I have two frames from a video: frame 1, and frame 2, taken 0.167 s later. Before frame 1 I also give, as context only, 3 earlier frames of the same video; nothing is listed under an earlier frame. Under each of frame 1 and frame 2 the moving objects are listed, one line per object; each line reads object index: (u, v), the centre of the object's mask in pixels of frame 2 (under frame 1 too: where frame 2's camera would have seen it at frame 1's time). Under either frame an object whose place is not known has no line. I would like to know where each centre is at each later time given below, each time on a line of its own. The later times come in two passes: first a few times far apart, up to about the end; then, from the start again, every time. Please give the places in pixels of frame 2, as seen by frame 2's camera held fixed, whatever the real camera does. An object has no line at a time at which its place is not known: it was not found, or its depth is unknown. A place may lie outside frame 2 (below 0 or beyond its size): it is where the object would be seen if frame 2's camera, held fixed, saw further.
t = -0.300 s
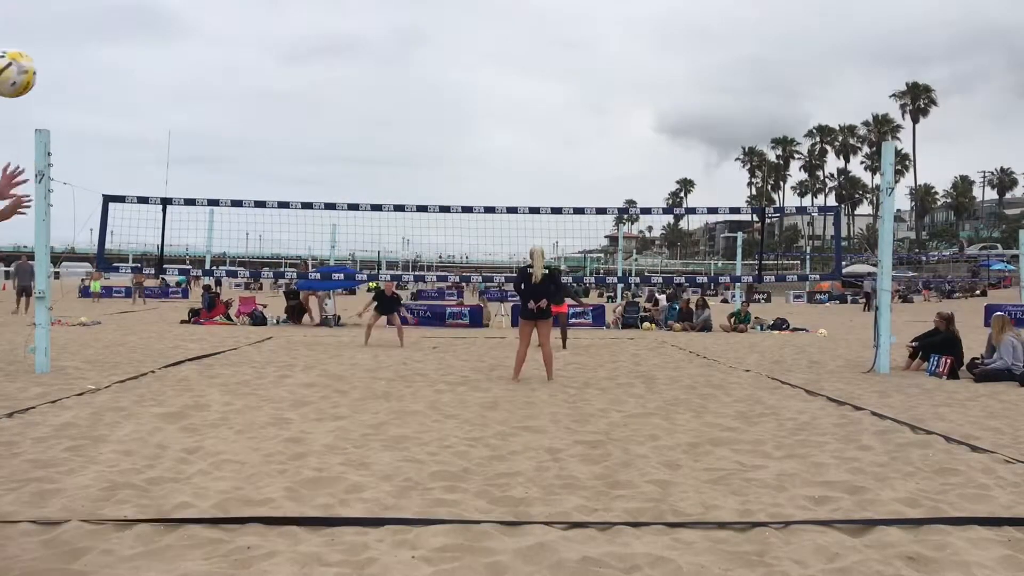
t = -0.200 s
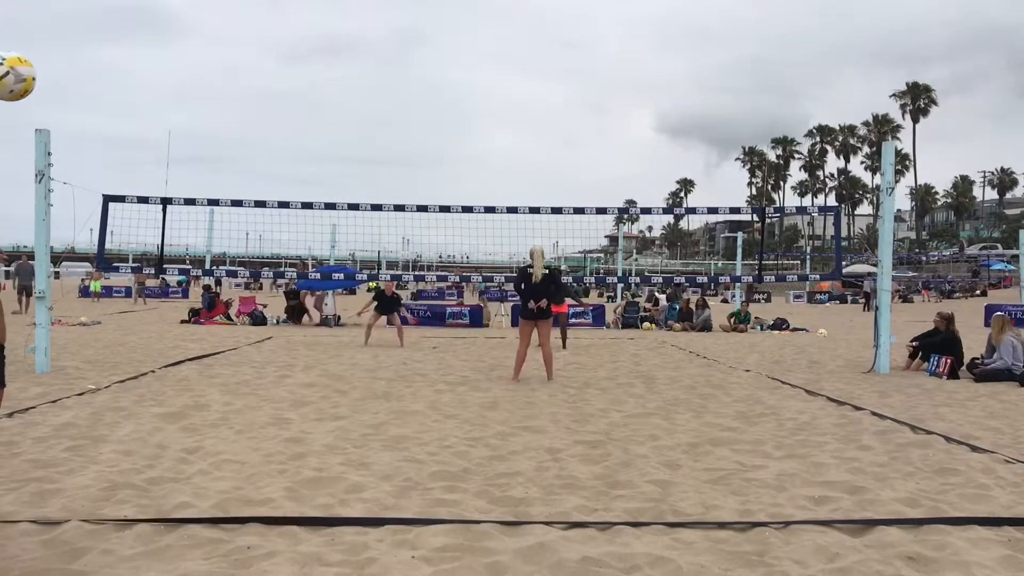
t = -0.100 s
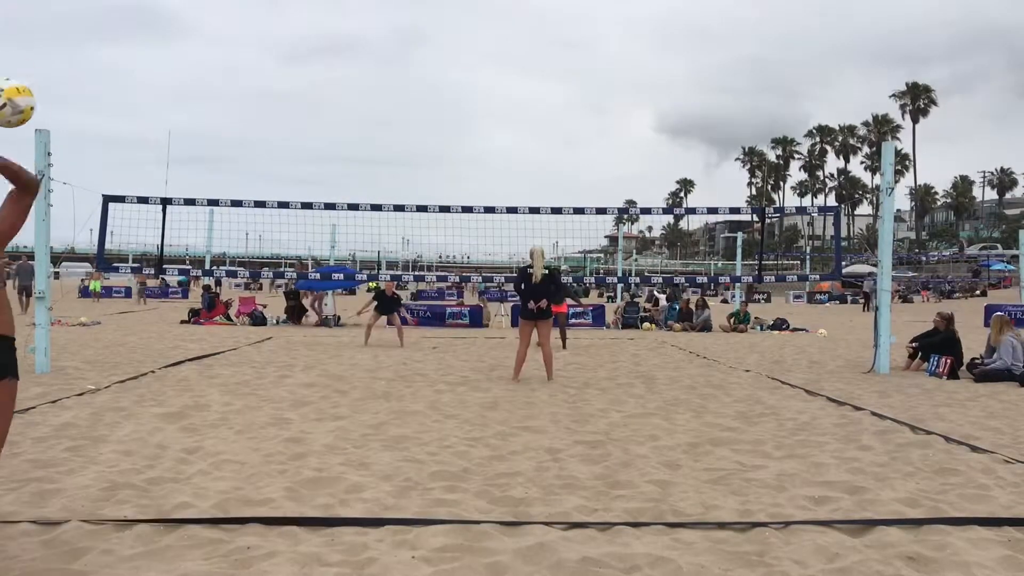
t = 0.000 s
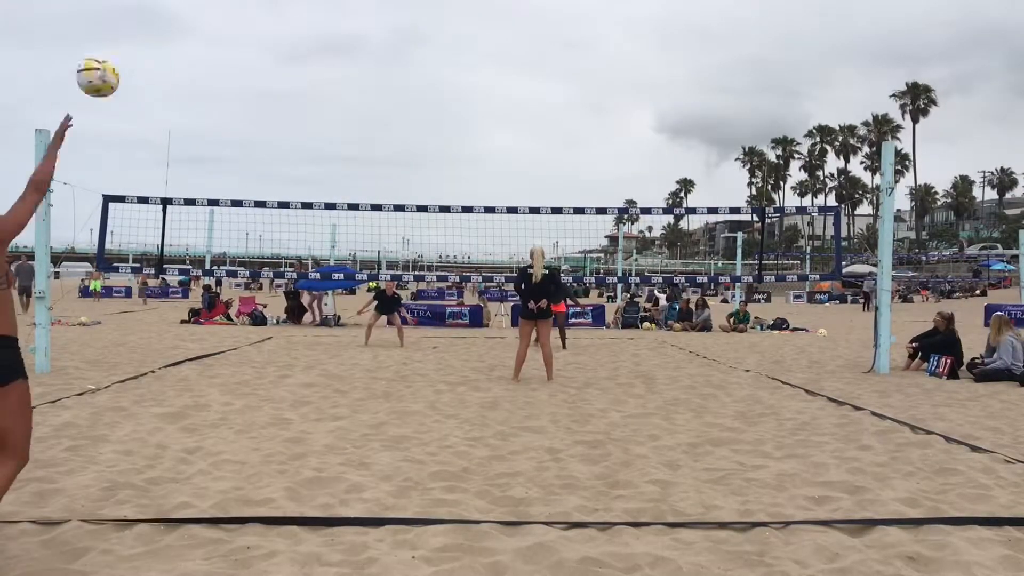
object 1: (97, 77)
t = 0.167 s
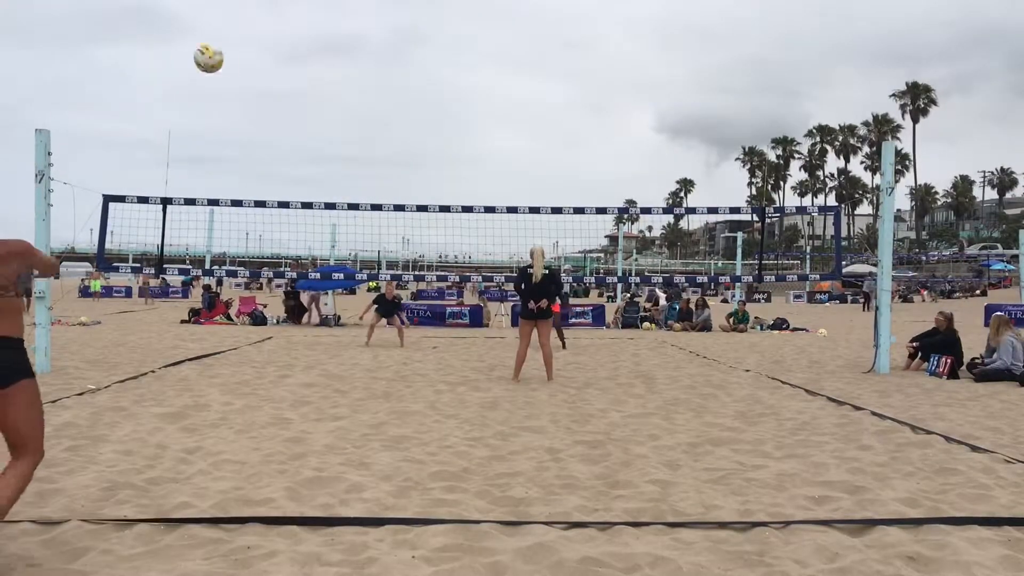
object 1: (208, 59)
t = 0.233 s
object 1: (237, 62)
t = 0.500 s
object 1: (307, 109)
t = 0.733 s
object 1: (333, 164)
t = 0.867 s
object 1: (343, 199)
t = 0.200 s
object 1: (224, 60)
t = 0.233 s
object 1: (237, 62)
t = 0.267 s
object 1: (249, 66)
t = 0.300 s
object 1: (259, 71)
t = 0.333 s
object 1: (270, 76)
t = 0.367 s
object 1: (279, 81)
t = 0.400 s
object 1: (288, 87)
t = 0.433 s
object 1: (294, 94)
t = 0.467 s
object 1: (301, 101)
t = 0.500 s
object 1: (307, 109)
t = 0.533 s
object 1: (312, 116)
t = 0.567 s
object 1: (317, 123)
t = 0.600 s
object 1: (321, 131)
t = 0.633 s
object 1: (325, 141)
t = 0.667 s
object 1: (328, 148)
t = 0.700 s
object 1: (331, 155)
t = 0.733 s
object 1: (333, 164)
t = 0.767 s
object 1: (336, 174)
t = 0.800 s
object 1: (339, 183)
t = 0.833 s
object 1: (341, 192)
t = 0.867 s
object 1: (343, 199)
